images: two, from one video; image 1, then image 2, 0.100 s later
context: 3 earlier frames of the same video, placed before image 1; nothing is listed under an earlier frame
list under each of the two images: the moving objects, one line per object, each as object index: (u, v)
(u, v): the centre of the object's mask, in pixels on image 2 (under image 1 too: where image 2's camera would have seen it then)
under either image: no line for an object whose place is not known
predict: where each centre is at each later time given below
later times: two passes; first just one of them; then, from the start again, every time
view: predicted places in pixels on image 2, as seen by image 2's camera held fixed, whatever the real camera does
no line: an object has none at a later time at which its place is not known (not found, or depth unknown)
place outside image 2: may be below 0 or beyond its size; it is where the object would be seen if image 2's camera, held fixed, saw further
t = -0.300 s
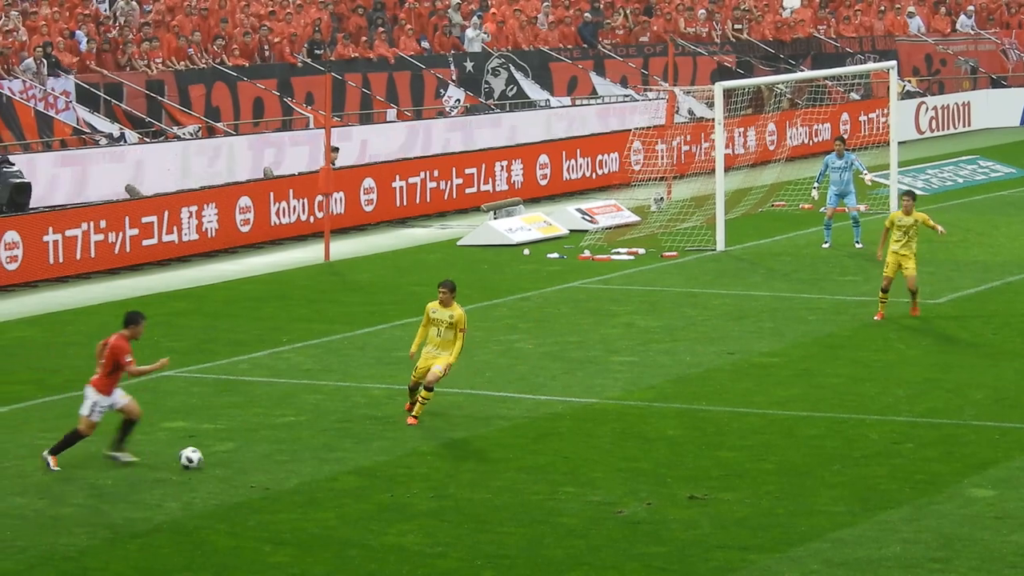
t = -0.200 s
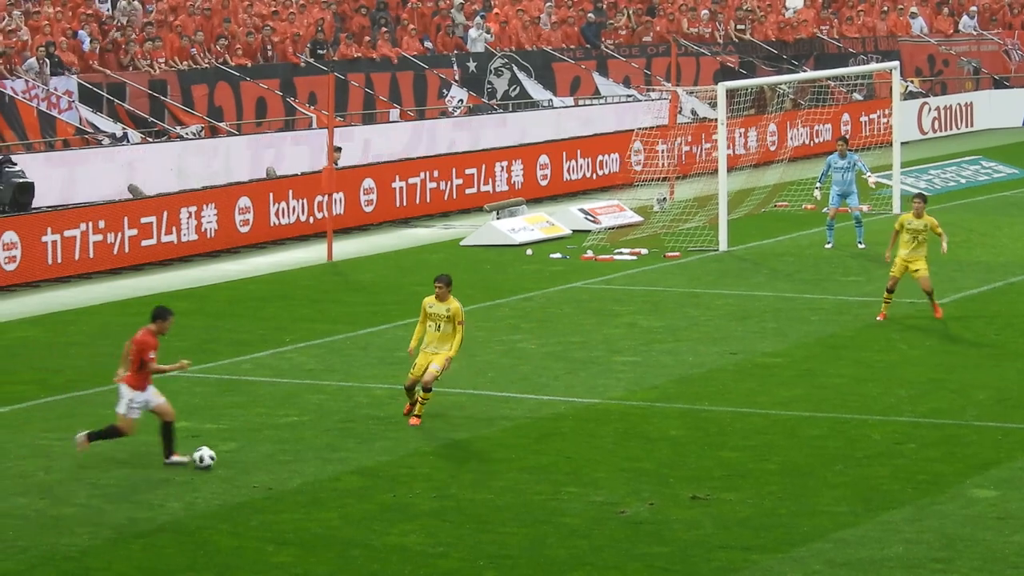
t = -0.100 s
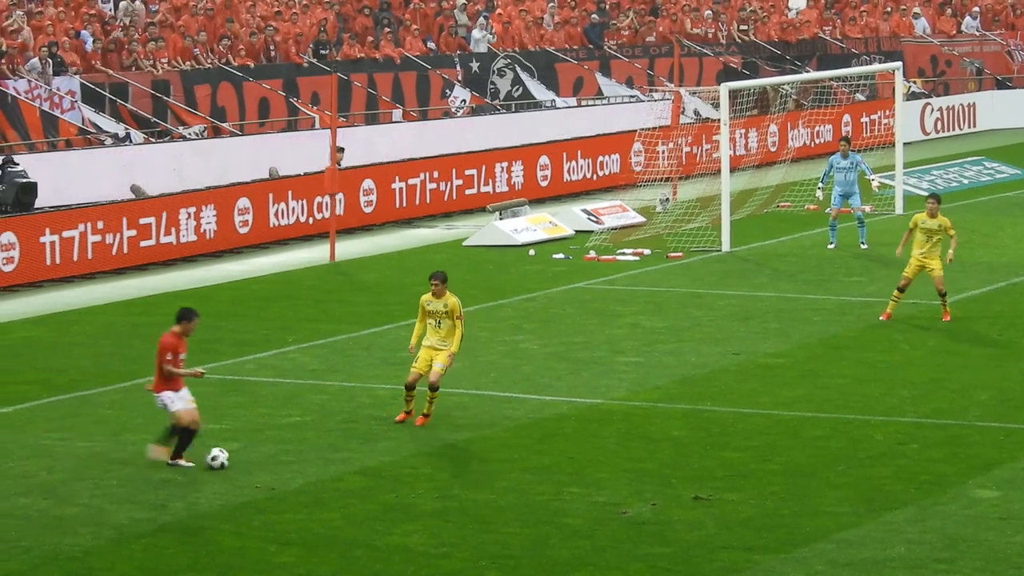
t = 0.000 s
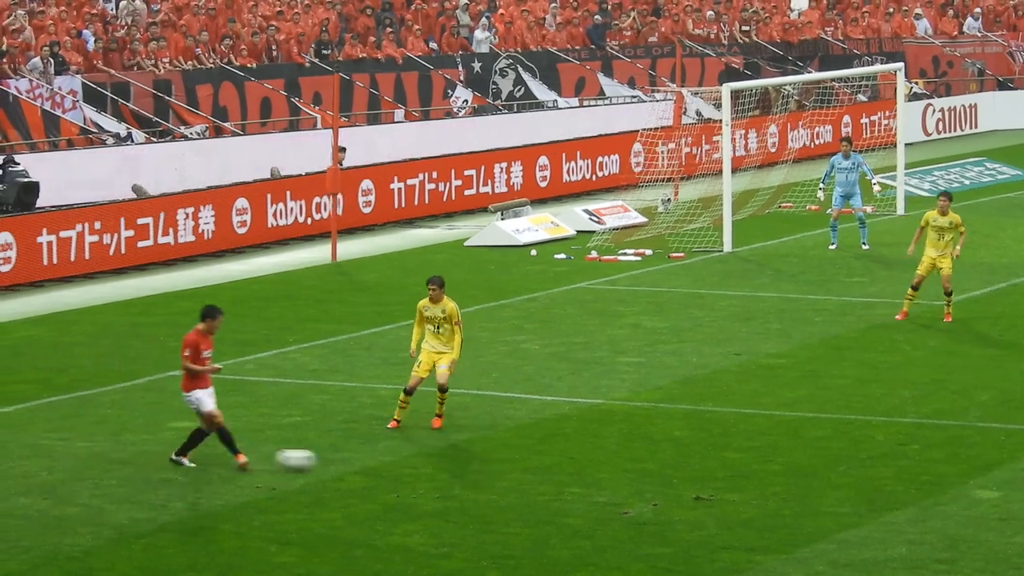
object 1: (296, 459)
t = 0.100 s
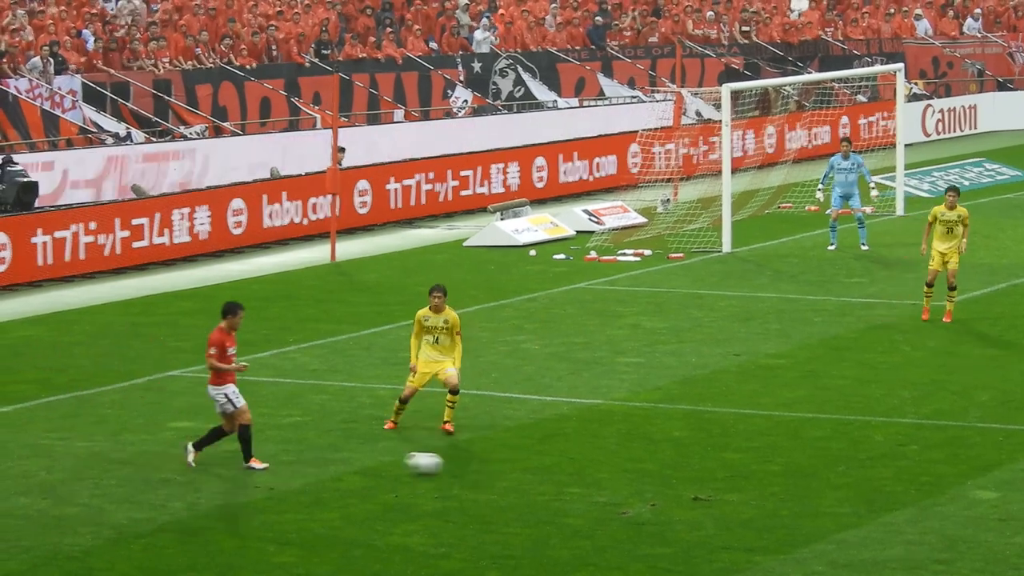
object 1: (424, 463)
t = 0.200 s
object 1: (547, 466)
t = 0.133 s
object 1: (465, 464)
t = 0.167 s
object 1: (506, 465)
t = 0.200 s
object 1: (547, 466)
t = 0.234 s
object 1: (585, 467)
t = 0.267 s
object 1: (623, 468)
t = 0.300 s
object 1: (660, 469)
